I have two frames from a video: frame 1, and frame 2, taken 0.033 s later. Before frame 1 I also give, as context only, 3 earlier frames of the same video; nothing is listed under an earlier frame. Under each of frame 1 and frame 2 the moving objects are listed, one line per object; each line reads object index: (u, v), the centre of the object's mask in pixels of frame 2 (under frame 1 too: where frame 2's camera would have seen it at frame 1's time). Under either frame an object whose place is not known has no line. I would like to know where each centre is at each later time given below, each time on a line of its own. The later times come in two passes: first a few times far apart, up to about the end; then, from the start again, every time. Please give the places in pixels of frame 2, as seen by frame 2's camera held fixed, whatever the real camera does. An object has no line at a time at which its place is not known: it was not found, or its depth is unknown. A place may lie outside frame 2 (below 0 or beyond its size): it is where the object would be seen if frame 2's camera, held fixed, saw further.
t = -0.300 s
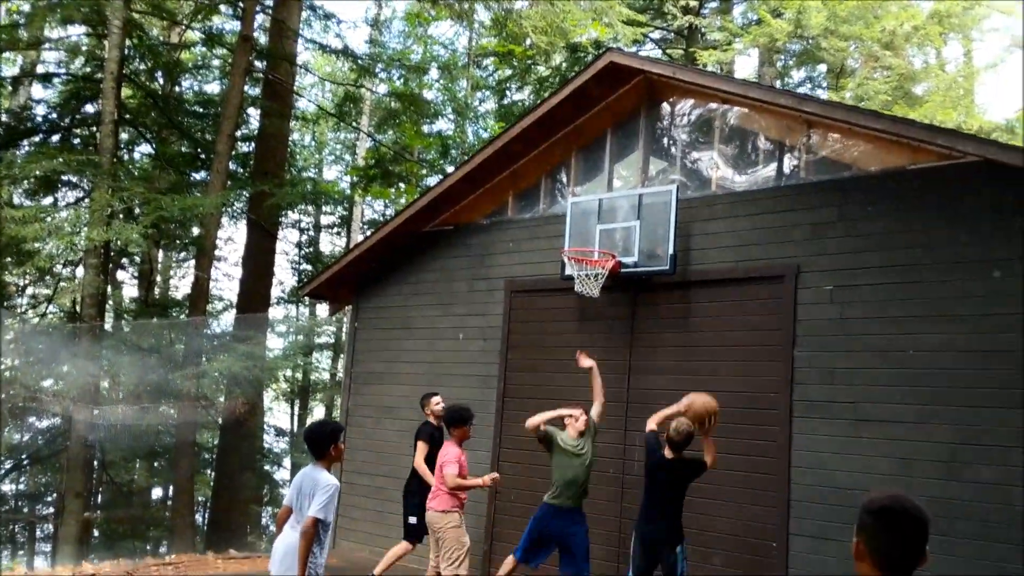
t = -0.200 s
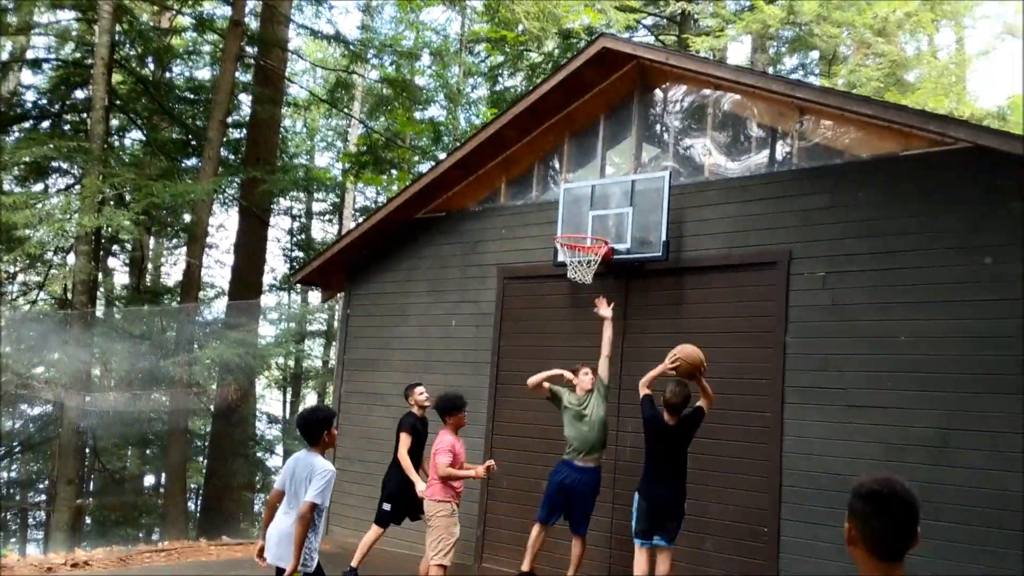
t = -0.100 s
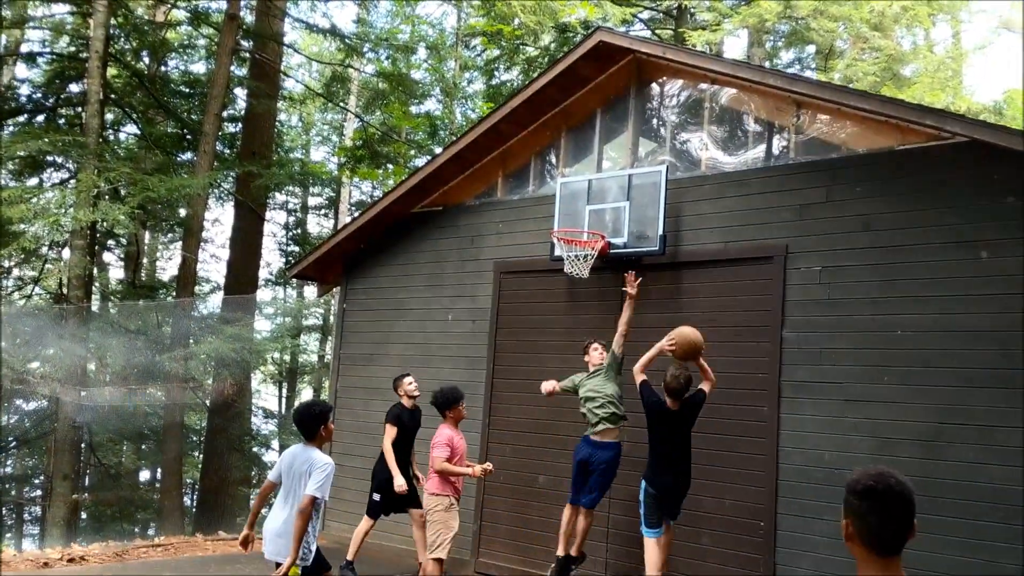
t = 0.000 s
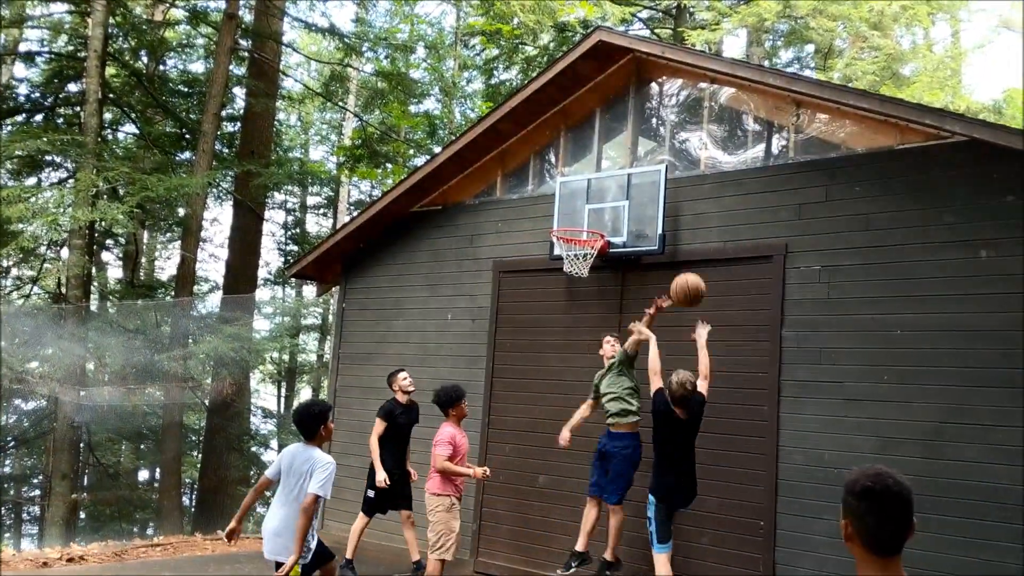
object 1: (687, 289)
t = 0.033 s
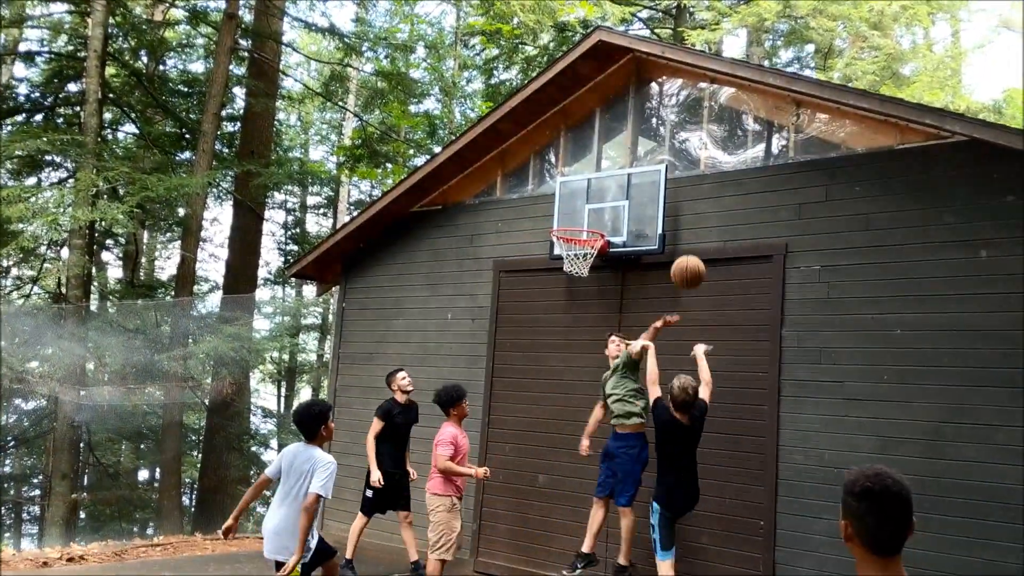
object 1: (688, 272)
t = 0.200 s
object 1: (688, 210)
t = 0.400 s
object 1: (686, 188)
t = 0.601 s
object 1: (681, 213)
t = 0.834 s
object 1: (683, 241)
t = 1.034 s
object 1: (683, 300)
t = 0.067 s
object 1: (688, 256)
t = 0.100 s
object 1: (688, 242)
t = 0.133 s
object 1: (688, 229)
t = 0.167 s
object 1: (689, 219)
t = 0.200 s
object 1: (688, 210)
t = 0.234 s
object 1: (688, 202)
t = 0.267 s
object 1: (688, 196)
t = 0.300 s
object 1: (687, 192)
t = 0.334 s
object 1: (687, 189)
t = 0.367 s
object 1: (686, 188)
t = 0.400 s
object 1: (686, 188)
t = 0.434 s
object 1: (685, 188)
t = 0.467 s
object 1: (684, 191)
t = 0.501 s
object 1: (684, 194)
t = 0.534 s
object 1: (683, 200)
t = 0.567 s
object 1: (682, 206)
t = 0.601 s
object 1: (681, 213)
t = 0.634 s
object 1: (680, 222)
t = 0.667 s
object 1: (677, 227)
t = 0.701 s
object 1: (680, 230)
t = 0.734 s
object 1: (682, 231)
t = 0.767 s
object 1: (682, 233)
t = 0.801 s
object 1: (683, 236)
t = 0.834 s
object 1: (683, 241)
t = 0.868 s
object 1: (682, 248)
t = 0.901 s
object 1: (683, 255)
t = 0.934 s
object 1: (684, 265)
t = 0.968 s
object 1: (683, 275)
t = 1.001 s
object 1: (683, 287)
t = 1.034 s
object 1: (683, 300)
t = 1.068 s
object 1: (682, 315)
